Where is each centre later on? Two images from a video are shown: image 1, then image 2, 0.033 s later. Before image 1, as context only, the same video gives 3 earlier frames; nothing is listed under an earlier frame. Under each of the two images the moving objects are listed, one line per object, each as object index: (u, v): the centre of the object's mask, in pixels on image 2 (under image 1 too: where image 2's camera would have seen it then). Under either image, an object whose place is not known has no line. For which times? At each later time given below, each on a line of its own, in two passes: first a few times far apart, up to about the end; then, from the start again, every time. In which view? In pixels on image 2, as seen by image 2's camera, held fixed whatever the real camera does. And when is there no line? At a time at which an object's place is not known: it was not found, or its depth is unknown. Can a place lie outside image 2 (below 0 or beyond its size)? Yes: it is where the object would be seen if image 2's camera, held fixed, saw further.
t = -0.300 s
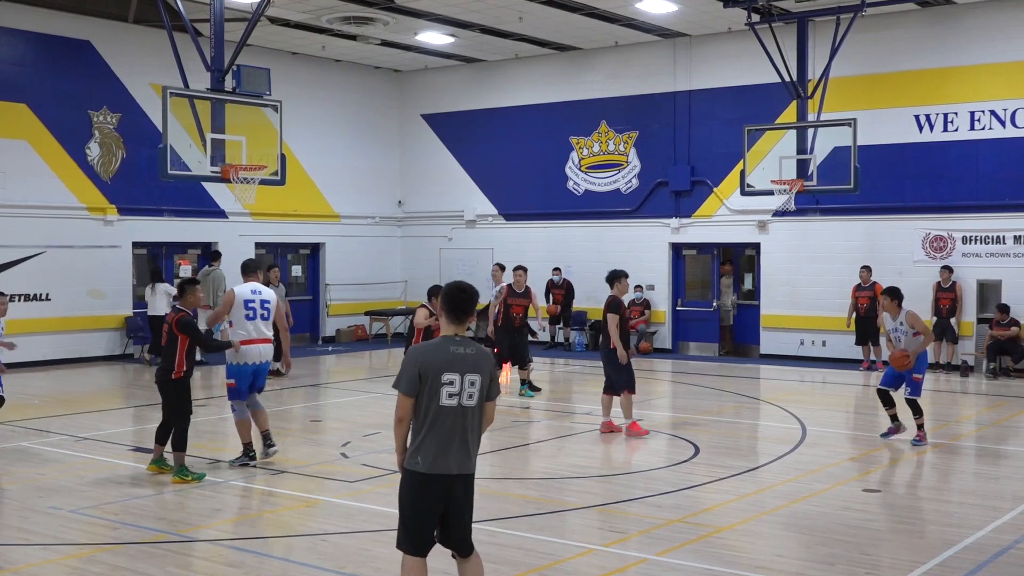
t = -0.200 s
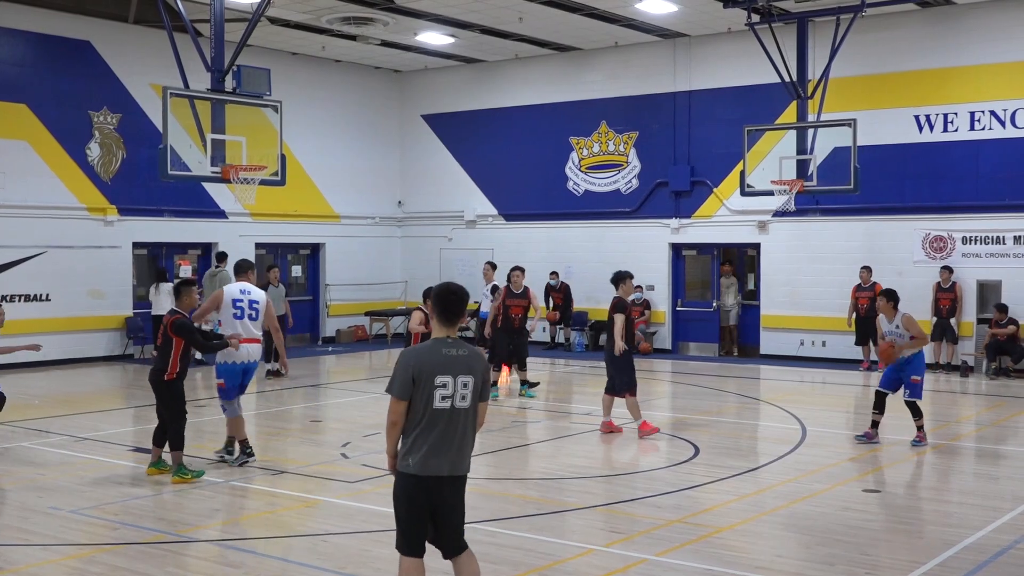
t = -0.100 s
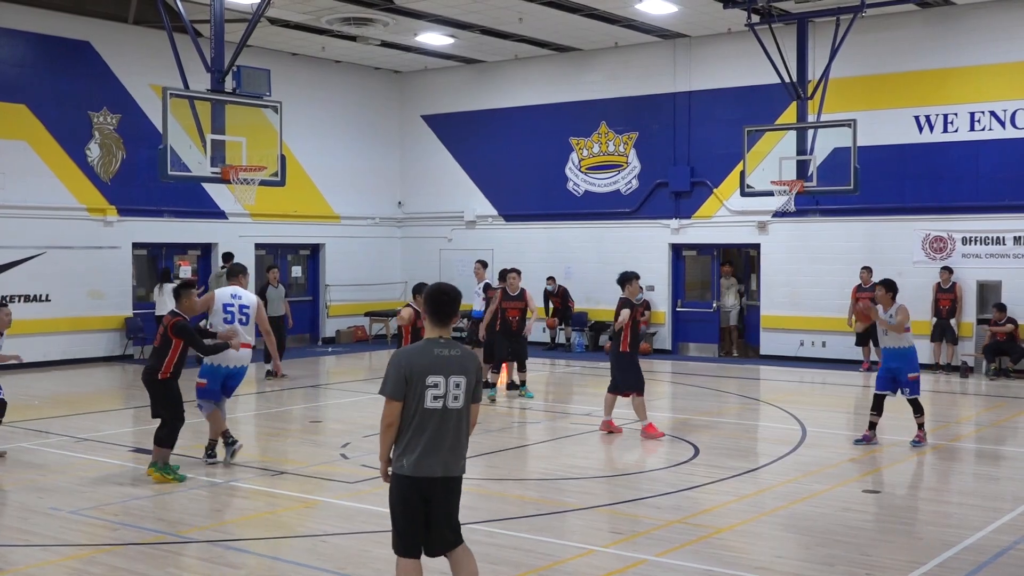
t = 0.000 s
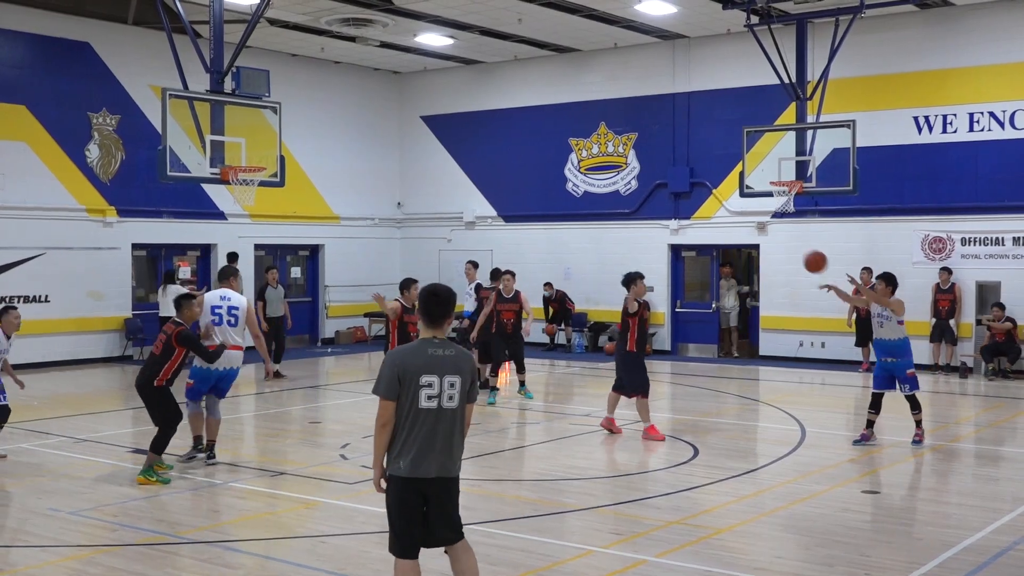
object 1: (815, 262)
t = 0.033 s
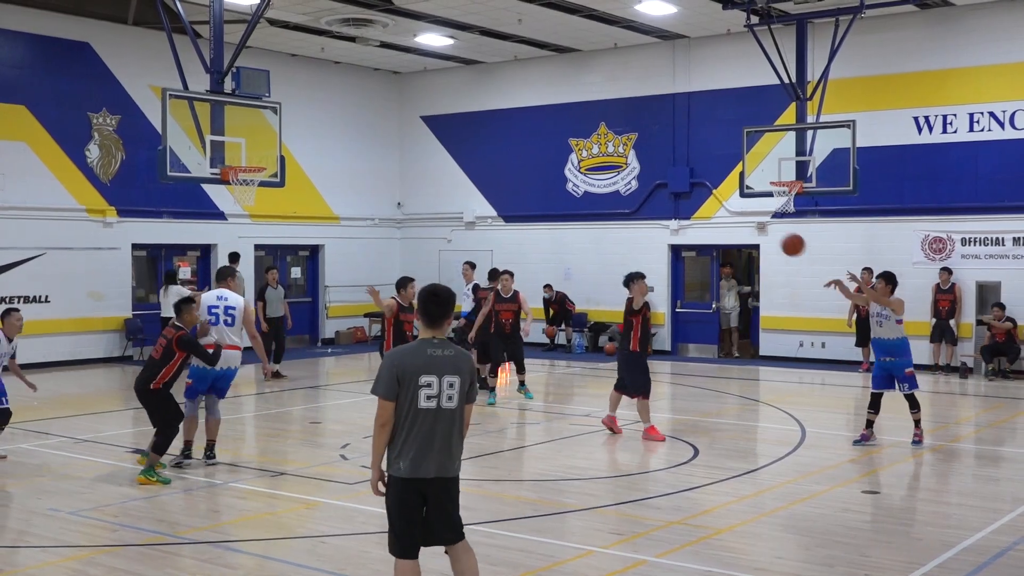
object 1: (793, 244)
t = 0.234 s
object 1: (652, 159)
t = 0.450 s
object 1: (490, 108)
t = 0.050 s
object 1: (781, 236)
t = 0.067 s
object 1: (770, 228)
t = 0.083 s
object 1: (758, 220)
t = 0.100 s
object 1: (746, 212)
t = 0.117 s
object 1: (735, 205)
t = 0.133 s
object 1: (723, 198)
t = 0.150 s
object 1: (710, 191)
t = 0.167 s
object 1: (700, 184)
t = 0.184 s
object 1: (688, 177)
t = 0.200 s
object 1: (676, 171)
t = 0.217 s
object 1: (664, 165)
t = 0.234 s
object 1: (652, 159)
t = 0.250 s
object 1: (641, 154)
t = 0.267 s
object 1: (627, 148)
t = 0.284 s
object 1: (615, 143)
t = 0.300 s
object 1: (602, 138)
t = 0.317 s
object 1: (590, 133)
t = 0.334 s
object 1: (578, 129)
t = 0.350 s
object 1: (566, 125)
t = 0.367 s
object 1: (553, 122)
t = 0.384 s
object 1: (541, 118)
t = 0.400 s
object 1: (528, 115)
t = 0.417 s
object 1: (516, 112)
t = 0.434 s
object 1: (504, 110)
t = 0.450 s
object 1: (490, 108)
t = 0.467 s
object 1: (477, 105)
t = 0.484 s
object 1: (464, 103)
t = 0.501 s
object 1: (450, 102)
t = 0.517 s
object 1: (438, 100)
